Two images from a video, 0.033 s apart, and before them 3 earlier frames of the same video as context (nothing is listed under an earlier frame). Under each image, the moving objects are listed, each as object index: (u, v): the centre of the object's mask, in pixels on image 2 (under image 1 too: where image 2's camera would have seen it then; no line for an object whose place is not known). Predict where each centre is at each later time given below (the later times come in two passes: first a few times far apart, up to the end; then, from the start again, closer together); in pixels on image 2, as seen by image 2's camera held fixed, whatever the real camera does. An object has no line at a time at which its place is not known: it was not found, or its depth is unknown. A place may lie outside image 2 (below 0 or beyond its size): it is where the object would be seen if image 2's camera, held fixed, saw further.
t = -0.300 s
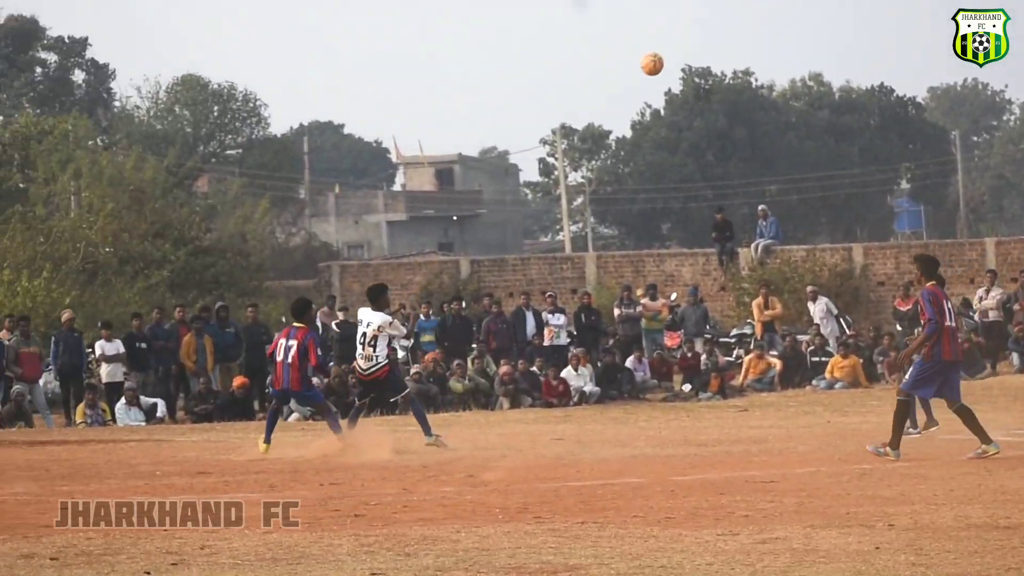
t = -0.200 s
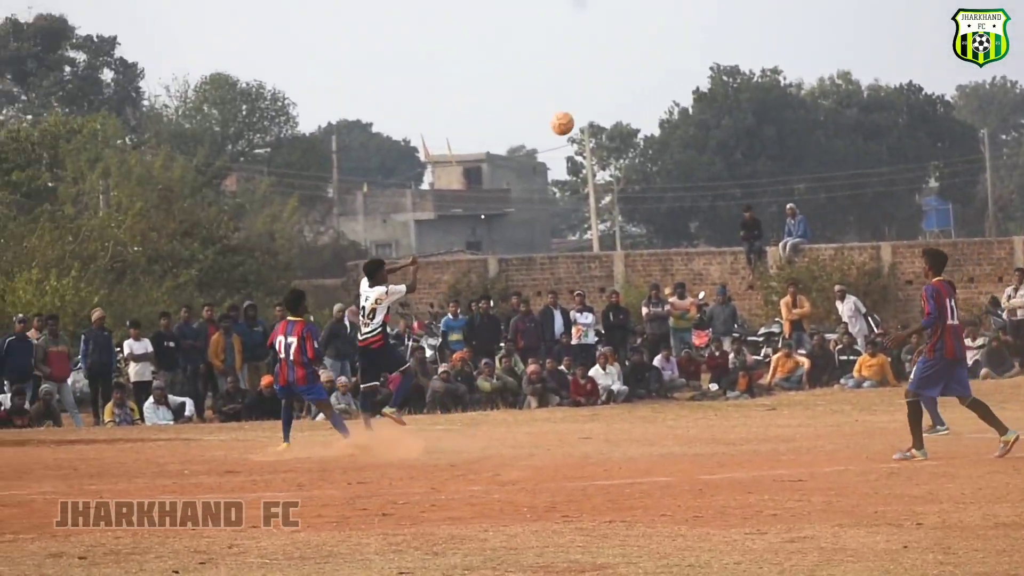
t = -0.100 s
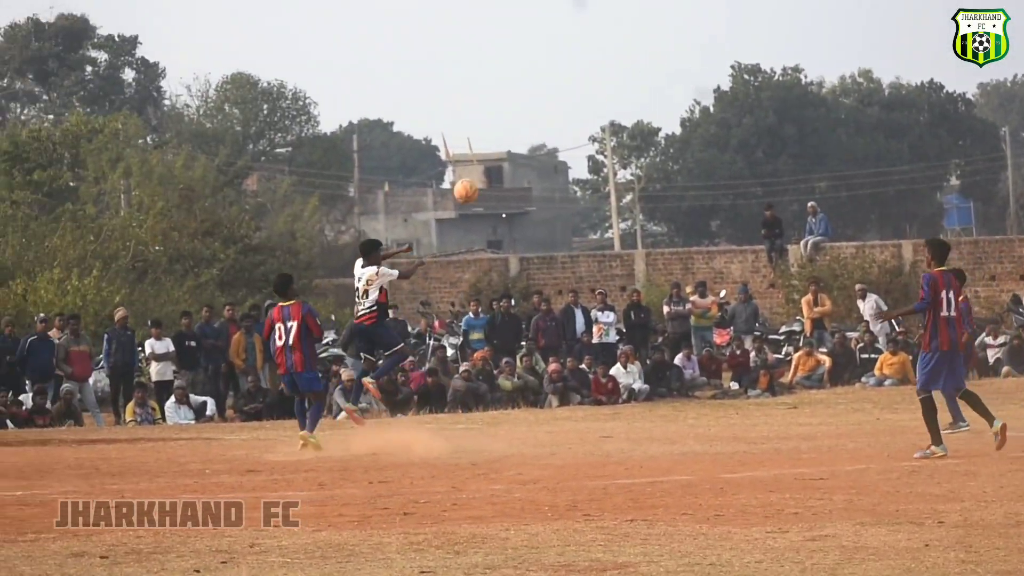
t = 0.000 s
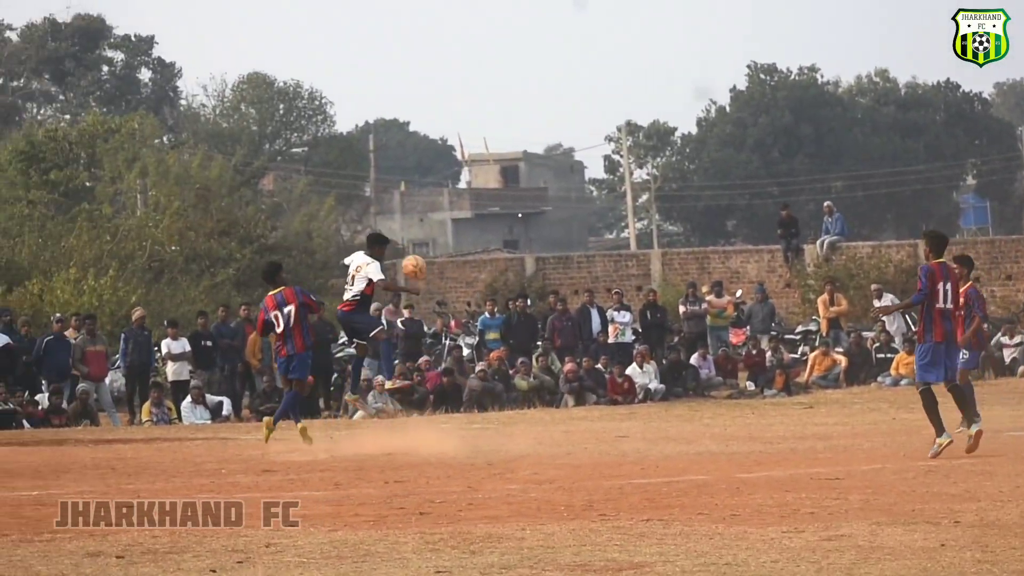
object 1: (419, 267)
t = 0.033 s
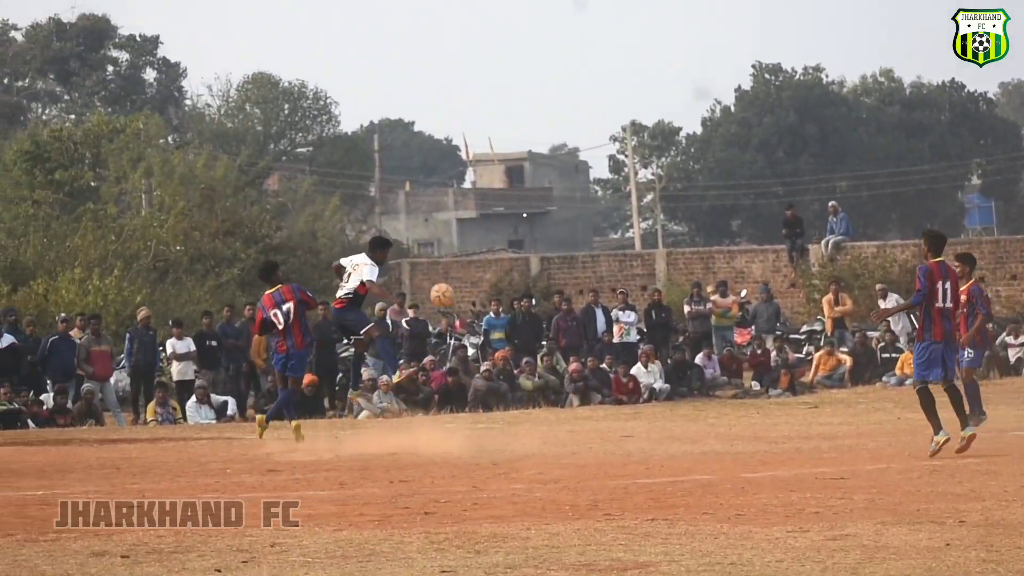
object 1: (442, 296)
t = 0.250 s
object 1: (584, 393)
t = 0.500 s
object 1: (729, 249)
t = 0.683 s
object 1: (838, 189)
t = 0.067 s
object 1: (465, 324)
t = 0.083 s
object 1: (477, 339)
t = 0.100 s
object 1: (489, 354)
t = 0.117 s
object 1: (501, 370)
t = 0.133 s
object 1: (511, 387)
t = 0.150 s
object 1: (522, 402)
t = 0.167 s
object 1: (533, 418)
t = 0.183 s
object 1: (544, 434)
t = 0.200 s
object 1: (554, 429)
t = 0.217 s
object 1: (565, 416)
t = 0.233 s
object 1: (575, 404)
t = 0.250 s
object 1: (584, 393)
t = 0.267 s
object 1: (594, 380)
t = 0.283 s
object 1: (603, 369)
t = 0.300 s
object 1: (613, 357)
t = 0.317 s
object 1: (622, 347)
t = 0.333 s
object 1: (633, 336)
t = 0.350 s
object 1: (643, 326)
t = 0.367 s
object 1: (652, 317)
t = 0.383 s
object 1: (661, 307)
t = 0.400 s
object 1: (672, 299)
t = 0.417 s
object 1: (680, 290)
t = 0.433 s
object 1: (690, 282)
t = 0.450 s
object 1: (699, 272)
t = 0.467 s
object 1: (709, 264)
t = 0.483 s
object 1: (719, 257)
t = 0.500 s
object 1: (729, 249)
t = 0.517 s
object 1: (739, 243)
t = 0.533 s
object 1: (749, 236)
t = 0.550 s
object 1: (759, 229)
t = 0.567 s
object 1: (769, 223)
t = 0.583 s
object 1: (779, 218)
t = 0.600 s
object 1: (788, 213)
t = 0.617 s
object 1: (798, 208)
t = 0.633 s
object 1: (807, 203)
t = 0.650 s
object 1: (817, 198)
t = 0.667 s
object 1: (827, 194)
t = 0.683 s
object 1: (838, 189)
